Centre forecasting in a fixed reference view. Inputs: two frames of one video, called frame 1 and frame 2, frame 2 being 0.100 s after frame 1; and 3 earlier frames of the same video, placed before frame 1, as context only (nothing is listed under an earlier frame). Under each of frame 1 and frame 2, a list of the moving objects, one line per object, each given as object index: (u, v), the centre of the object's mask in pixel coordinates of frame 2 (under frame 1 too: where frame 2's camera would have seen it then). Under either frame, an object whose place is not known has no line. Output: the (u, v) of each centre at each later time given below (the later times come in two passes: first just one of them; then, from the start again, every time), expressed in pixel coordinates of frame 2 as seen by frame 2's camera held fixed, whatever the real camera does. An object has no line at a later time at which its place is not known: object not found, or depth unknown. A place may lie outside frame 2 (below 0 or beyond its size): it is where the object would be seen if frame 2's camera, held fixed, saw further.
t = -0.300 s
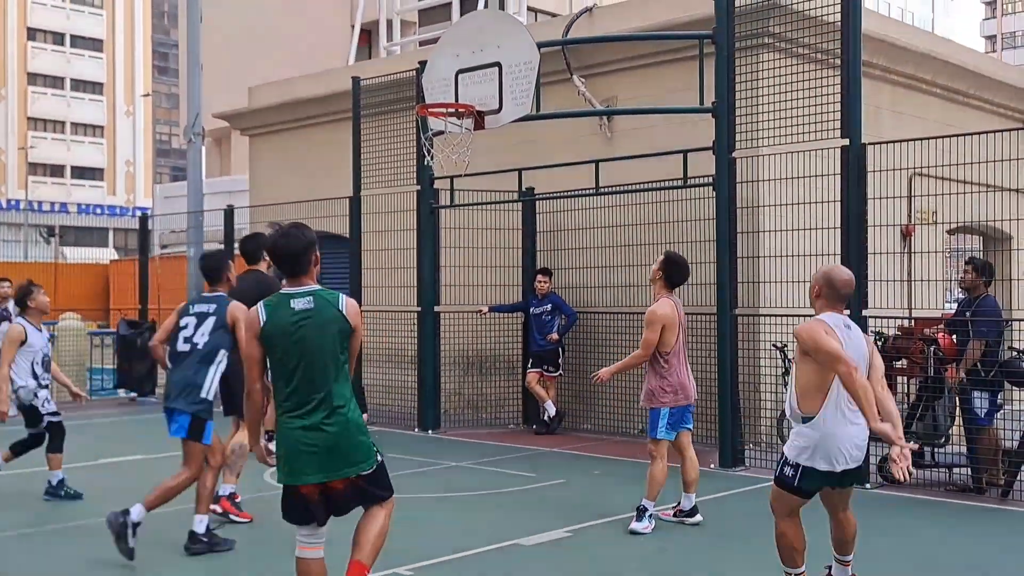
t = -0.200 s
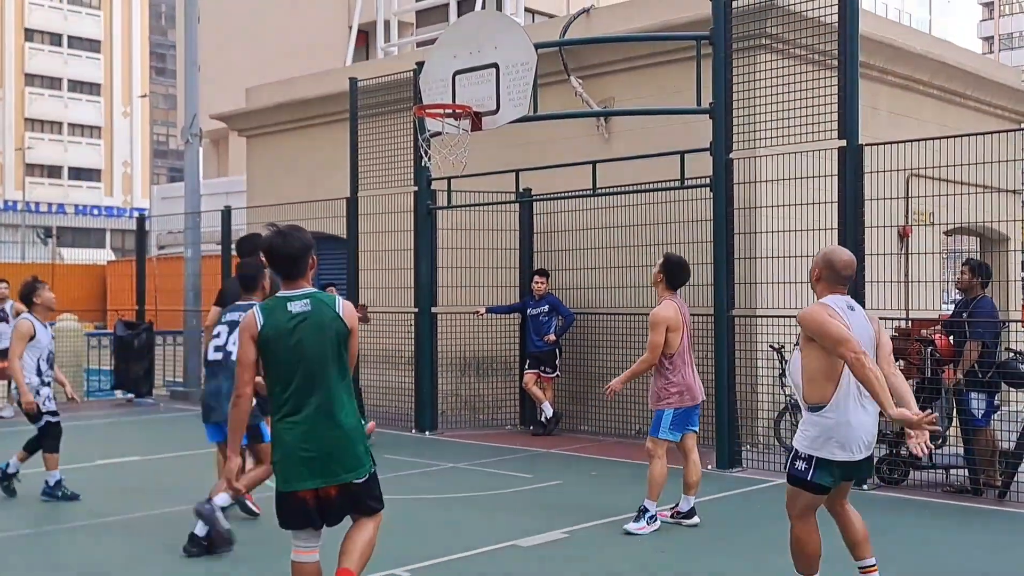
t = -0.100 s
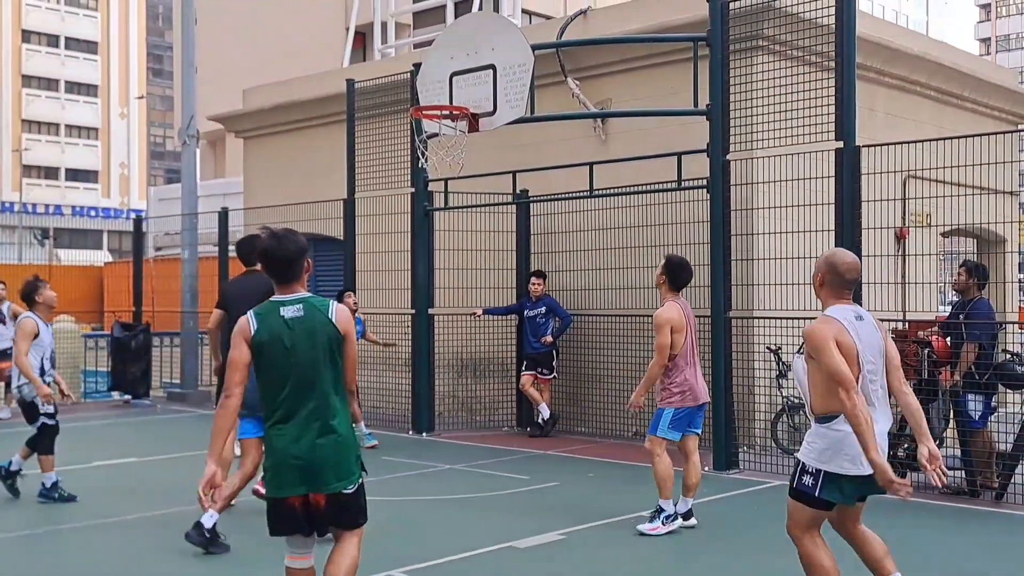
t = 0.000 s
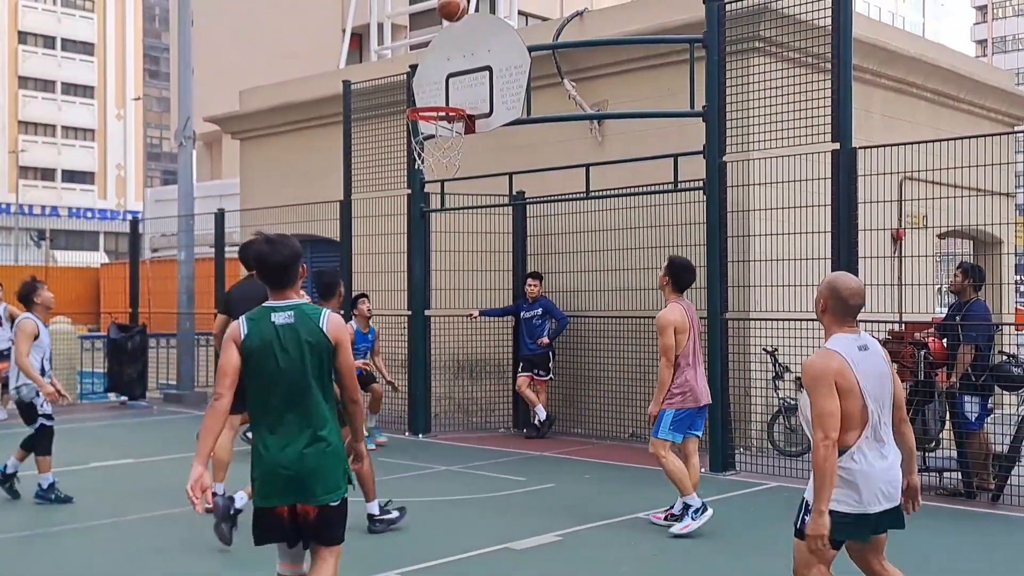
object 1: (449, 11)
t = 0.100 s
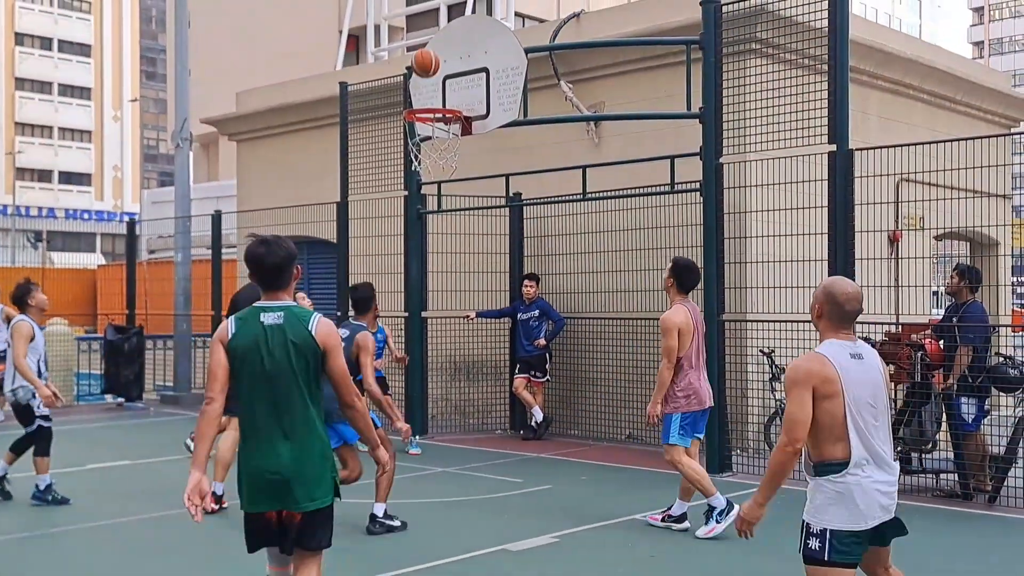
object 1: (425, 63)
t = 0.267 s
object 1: (403, 71)
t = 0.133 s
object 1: (418, 83)
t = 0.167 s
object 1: (410, 100)
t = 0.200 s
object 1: (409, 94)
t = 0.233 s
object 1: (406, 81)
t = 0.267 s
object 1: (403, 71)
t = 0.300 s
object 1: (400, 62)
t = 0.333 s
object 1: (397, 55)
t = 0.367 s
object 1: (394, 47)
